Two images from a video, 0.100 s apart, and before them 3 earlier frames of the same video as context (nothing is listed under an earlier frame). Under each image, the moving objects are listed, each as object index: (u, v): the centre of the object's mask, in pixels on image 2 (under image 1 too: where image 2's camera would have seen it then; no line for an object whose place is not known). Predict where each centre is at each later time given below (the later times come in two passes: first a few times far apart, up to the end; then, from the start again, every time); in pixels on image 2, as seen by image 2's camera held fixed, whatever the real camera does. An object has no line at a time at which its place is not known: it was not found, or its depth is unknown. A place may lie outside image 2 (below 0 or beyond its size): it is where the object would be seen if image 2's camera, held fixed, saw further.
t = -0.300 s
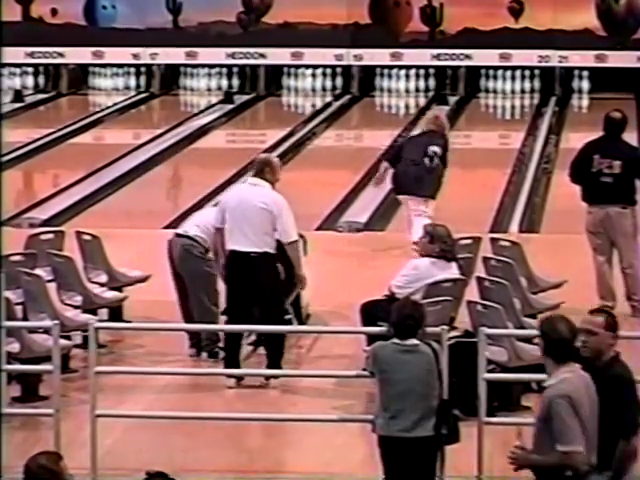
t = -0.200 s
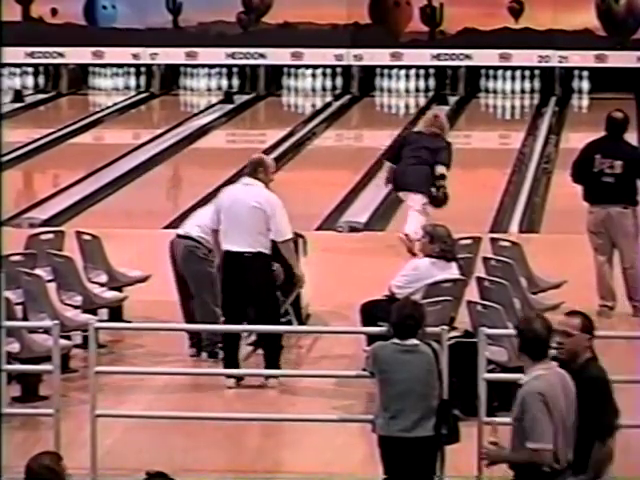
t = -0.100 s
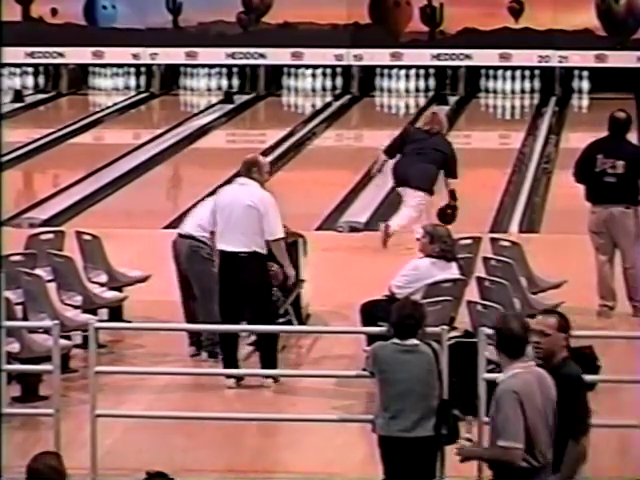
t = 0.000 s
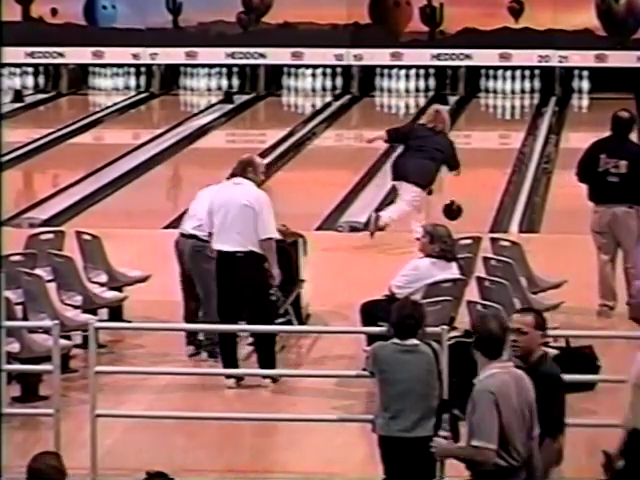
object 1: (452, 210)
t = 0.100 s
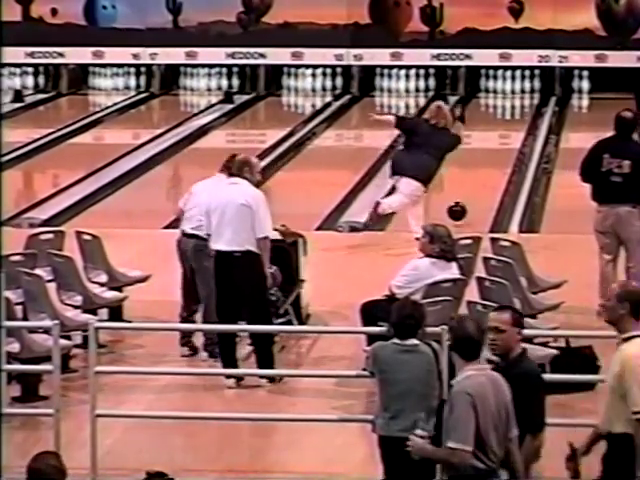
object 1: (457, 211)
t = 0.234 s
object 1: (462, 205)
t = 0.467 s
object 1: (471, 187)
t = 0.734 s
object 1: (480, 170)
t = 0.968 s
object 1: (486, 156)
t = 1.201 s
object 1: (492, 144)
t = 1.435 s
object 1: (496, 133)
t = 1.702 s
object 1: (500, 121)
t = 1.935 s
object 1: (502, 112)
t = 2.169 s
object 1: (504, 104)
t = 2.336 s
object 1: (504, 99)
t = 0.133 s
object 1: (458, 213)
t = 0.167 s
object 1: (460, 209)
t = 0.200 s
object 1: (461, 207)
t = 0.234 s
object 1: (462, 205)
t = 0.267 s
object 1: (464, 202)
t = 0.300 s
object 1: (465, 199)
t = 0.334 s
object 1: (466, 197)
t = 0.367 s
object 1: (467, 195)
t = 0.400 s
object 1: (469, 192)
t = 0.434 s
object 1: (470, 189)
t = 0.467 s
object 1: (471, 187)
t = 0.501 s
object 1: (472, 185)
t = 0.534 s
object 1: (473, 183)
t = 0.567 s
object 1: (475, 180)
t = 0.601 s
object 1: (475, 178)
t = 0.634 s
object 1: (477, 176)
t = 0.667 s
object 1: (478, 174)
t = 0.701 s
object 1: (479, 172)
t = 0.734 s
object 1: (480, 170)
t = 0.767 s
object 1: (481, 168)
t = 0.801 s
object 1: (482, 166)
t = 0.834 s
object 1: (482, 163)
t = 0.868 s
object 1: (483, 162)
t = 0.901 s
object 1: (484, 160)
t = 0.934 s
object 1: (485, 158)
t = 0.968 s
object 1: (486, 156)
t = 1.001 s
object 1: (487, 155)
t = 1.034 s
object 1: (487, 153)
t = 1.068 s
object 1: (488, 151)
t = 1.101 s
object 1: (489, 149)
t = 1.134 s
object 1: (490, 147)
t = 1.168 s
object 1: (490, 146)
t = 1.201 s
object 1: (492, 144)
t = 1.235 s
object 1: (492, 142)
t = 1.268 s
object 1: (493, 141)
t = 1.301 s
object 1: (493, 138)
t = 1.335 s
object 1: (494, 137)
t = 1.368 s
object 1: (495, 136)
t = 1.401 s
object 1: (496, 134)
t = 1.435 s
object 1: (496, 133)
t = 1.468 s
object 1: (497, 131)
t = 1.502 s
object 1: (497, 130)
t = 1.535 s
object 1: (497, 128)
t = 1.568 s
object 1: (498, 127)
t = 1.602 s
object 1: (499, 125)
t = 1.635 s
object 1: (499, 124)
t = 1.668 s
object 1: (500, 122)
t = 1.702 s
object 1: (500, 121)
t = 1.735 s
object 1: (500, 120)
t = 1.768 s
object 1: (501, 118)
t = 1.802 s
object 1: (502, 117)
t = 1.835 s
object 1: (502, 116)
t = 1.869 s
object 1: (502, 114)
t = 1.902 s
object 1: (502, 113)
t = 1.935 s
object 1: (502, 112)
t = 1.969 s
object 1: (502, 111)
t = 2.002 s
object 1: (503, 110)
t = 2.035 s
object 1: (503, 108)
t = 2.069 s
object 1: (503, 107)
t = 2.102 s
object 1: (504, 106)
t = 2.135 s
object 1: (504, 105)
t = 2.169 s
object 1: (504, 104)
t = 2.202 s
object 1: (504, 103)
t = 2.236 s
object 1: (504, 102)
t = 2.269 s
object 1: (504, 101)
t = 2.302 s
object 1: (504, 99)
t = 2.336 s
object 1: (504, 99)
